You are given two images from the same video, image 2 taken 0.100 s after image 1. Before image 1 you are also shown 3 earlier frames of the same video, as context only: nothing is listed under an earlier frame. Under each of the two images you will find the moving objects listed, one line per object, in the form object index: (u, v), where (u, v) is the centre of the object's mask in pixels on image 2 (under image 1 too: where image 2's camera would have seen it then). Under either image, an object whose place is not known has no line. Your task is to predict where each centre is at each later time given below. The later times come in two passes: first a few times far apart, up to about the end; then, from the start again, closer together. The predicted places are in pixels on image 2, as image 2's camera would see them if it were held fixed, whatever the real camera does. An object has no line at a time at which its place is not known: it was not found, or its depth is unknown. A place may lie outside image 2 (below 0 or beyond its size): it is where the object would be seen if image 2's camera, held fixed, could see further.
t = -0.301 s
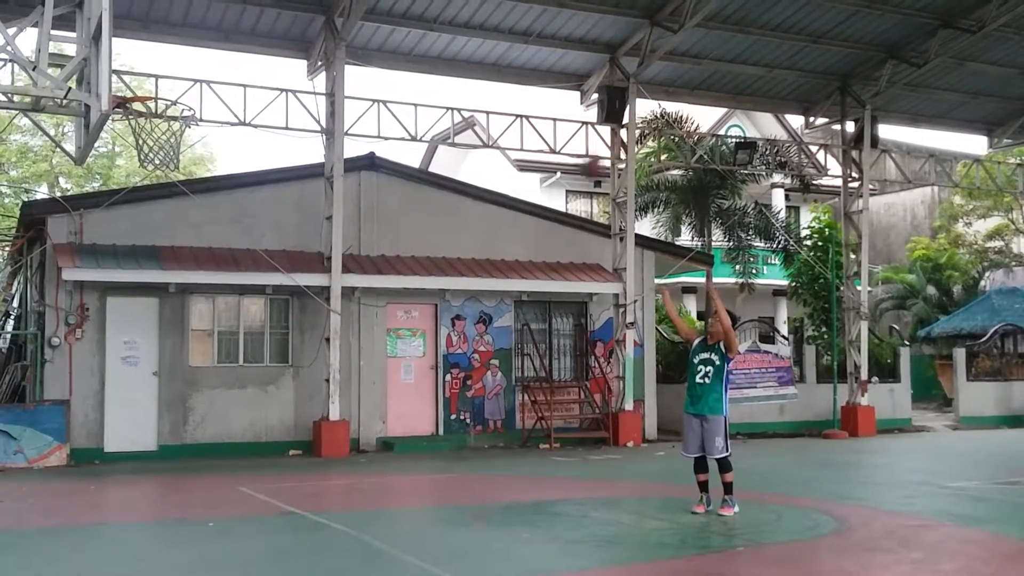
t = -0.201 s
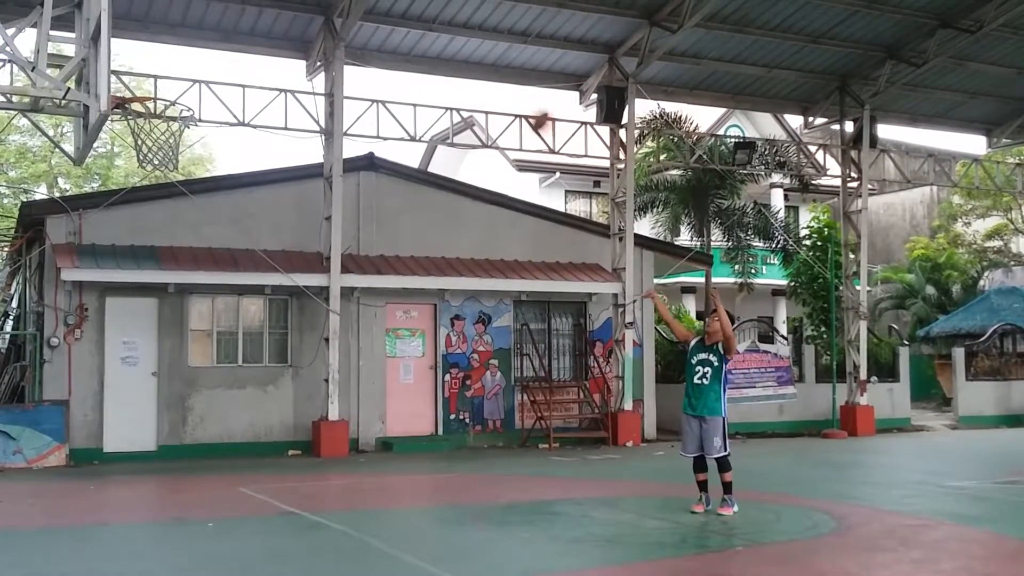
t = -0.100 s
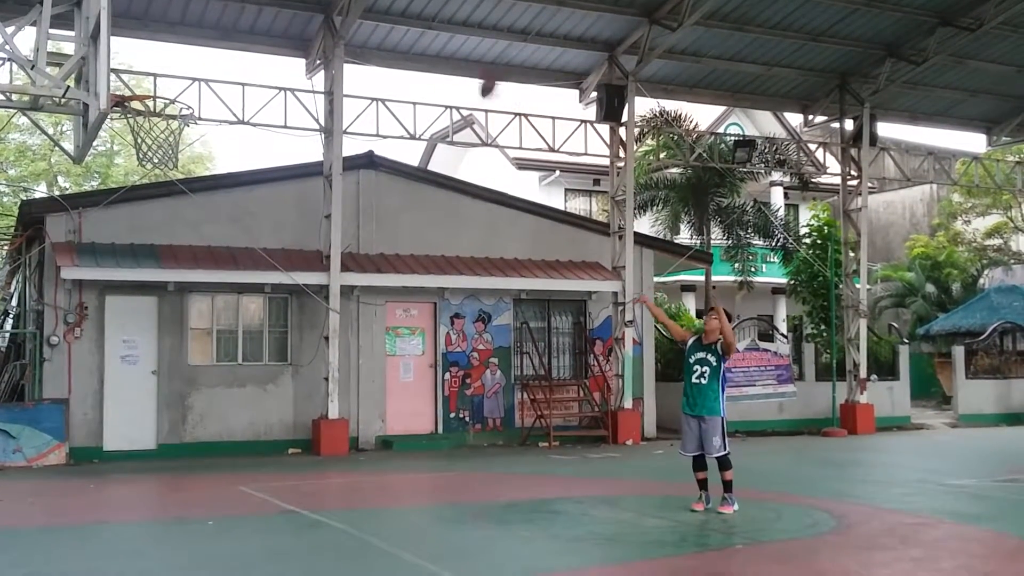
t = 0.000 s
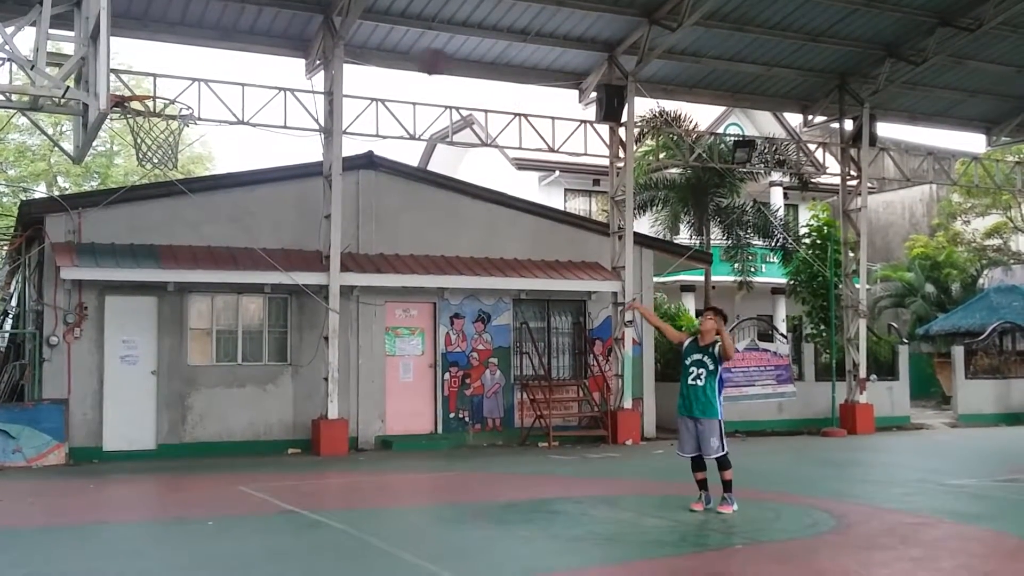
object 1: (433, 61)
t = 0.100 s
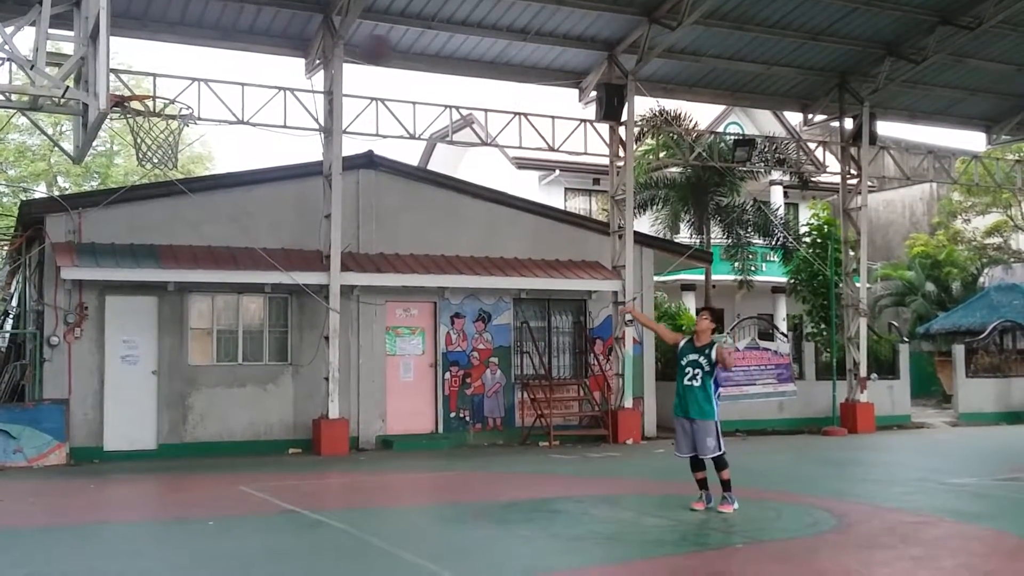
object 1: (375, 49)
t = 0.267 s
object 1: (277, 59)
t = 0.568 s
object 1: (146, 84)
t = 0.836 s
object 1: (184, 87)
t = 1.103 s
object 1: (223, 205)
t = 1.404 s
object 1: (271, 523)
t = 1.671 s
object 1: (301, 426)
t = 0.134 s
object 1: (358, 49)
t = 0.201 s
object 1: (318, 50)
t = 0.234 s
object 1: (300, 53)
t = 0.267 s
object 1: (277, 59)
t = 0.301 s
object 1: (255, 65)
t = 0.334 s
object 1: (234, 73)
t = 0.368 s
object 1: (212, 83)
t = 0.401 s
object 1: (189, 94)
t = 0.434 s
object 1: (170, 99)
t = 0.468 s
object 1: (154, 100)
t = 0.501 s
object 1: (141, 98)
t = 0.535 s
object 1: (143, 89)
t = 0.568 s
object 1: (146, 84)
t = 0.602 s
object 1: (150, 79)
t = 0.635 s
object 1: (154, 75)
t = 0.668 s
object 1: (159, 73)
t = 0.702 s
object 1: (164, 73)
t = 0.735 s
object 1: (168, 74)
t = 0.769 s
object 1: (173, 77)
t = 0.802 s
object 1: (178, 81)
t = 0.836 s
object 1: (184, 87)
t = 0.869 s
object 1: (189, 95)
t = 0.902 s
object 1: (193, 105)
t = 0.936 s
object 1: (198, 116)
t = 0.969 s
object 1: (202, 130)
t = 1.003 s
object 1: (207, 146)
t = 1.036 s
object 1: (212, 163)
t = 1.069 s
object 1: (222, 188)
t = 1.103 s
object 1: (223, 205)
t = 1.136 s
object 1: (228, 227)
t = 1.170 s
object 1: (234, 257)
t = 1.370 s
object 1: (266, 476)
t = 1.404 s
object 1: (271, 523)
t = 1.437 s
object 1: (277, 550)
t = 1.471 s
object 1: (281, 548)
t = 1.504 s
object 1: (284, 538)
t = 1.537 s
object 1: (287, 515)
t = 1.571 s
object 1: (293, 491)
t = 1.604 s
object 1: (293, 467)
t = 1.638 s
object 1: (297, 446)
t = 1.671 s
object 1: (301, 426)
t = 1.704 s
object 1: (304, 405)
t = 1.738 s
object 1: (307, 390)
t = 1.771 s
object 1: (310, 374)
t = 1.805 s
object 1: (311, 364)
